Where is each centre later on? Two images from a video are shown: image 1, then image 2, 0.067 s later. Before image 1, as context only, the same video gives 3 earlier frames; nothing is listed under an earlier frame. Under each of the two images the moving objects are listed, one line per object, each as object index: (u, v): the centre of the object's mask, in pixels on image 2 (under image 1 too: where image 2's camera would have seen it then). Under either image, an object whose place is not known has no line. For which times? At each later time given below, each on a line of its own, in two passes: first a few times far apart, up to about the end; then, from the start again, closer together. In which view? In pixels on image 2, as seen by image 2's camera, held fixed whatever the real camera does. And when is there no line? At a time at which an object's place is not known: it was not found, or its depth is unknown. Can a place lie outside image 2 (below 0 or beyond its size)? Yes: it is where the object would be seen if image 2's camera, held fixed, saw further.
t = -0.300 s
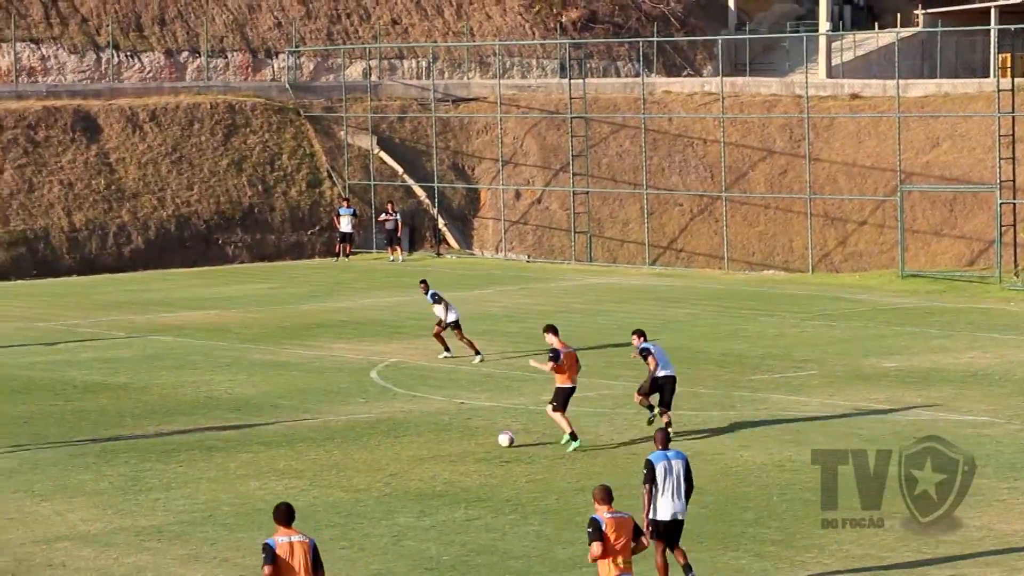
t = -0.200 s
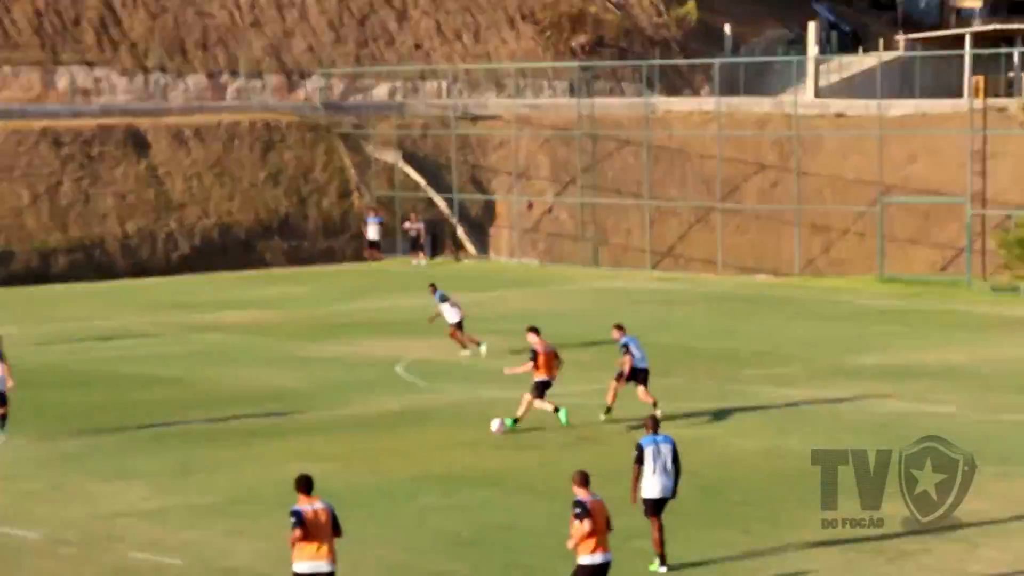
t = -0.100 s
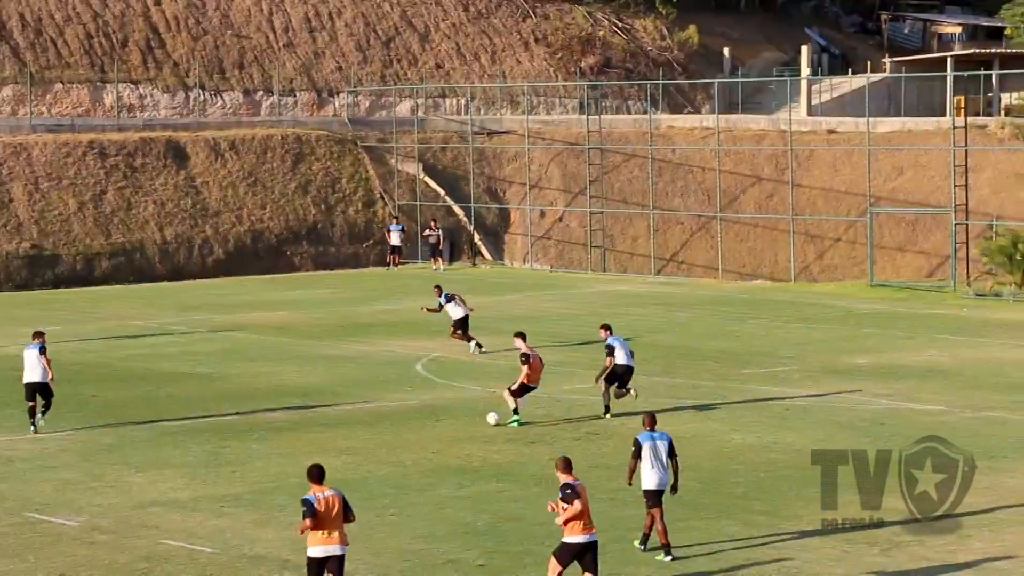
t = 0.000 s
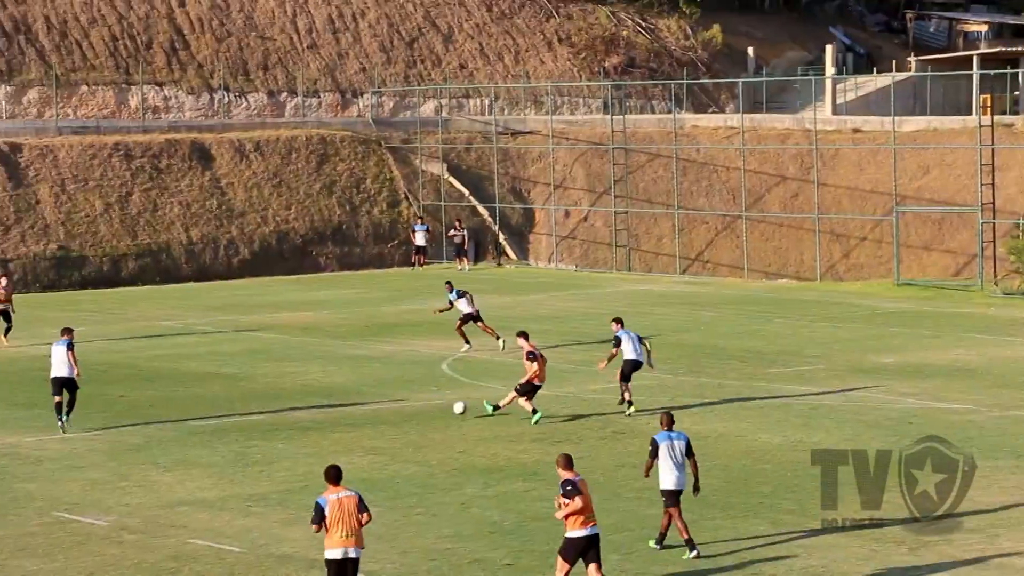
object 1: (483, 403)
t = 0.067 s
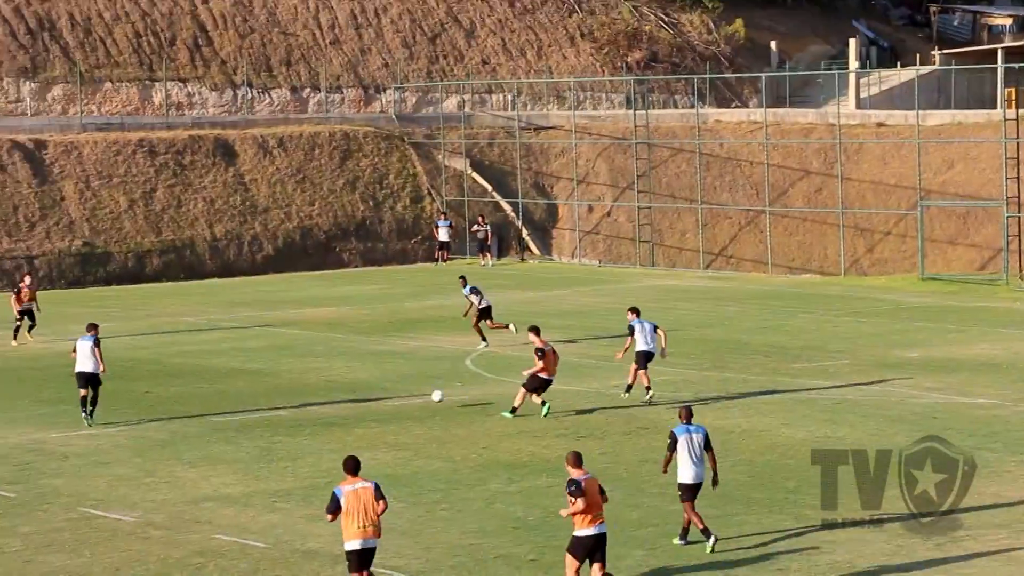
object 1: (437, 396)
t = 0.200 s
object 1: (358, 389)
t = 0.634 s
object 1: (190, 354)
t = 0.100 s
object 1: (415, 392)
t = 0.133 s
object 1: (395, 393)
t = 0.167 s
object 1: (376, 391)
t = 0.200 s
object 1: (358, 389)
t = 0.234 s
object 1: (341, 383)
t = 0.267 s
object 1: (326, 378)
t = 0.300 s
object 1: (311, 374)
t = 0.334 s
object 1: (296, 371)
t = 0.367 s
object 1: (282, 369)
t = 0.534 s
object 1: (220, 362)
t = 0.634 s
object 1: (190, 354)
